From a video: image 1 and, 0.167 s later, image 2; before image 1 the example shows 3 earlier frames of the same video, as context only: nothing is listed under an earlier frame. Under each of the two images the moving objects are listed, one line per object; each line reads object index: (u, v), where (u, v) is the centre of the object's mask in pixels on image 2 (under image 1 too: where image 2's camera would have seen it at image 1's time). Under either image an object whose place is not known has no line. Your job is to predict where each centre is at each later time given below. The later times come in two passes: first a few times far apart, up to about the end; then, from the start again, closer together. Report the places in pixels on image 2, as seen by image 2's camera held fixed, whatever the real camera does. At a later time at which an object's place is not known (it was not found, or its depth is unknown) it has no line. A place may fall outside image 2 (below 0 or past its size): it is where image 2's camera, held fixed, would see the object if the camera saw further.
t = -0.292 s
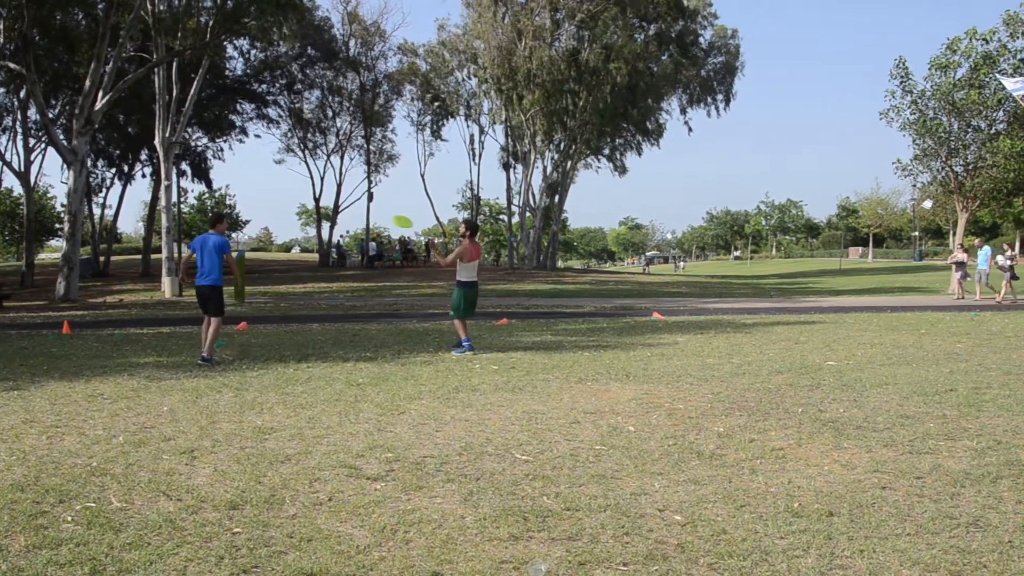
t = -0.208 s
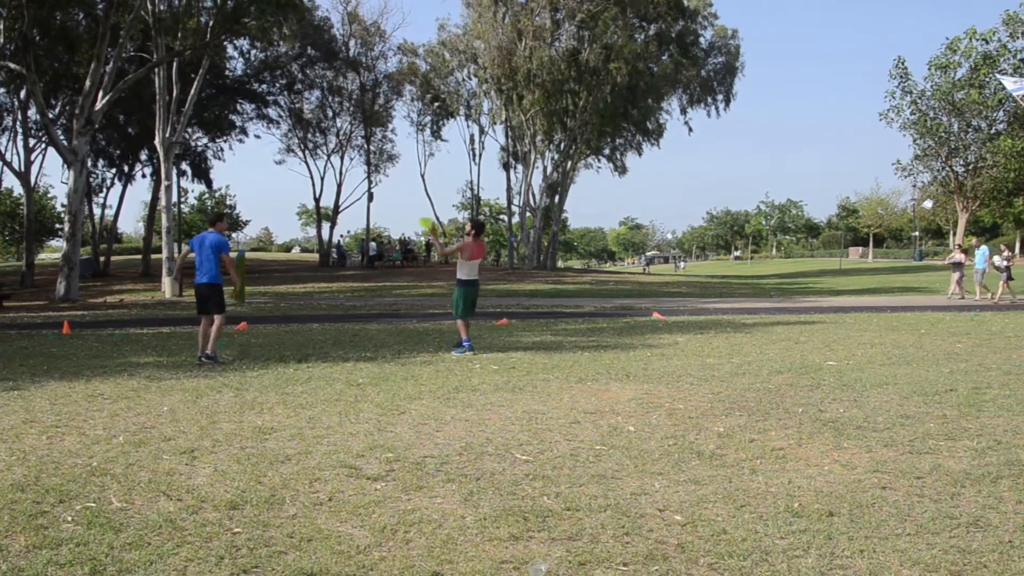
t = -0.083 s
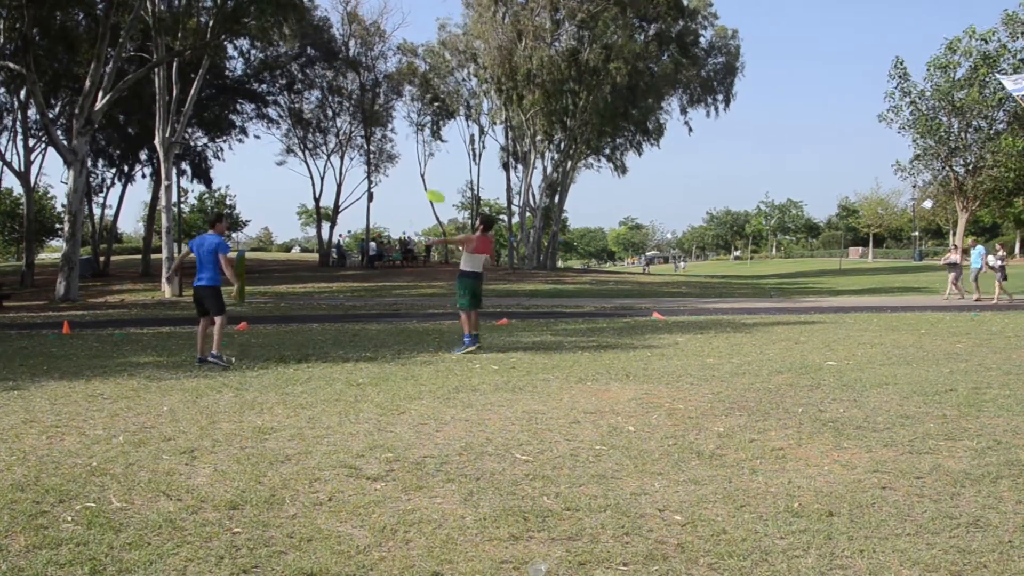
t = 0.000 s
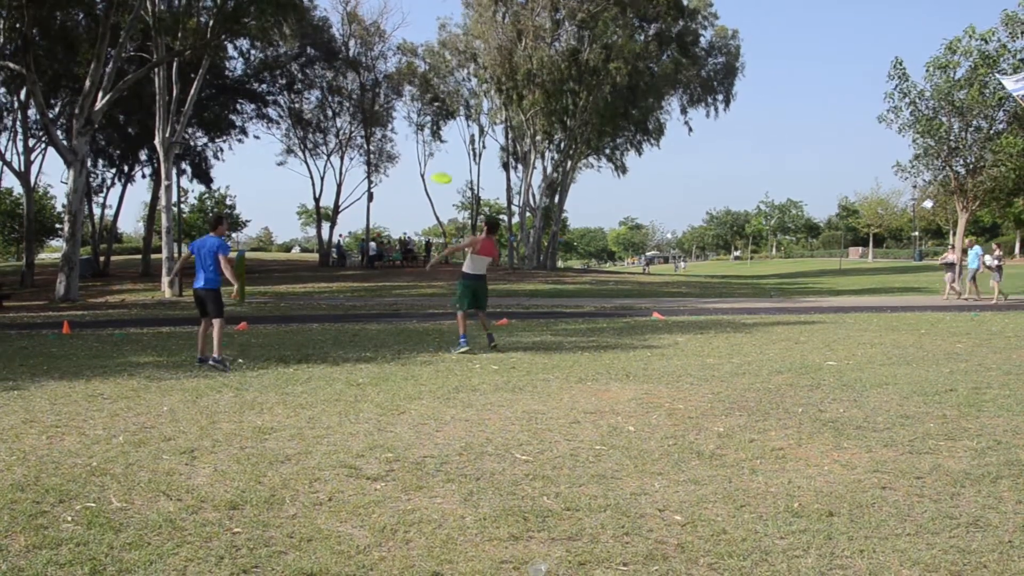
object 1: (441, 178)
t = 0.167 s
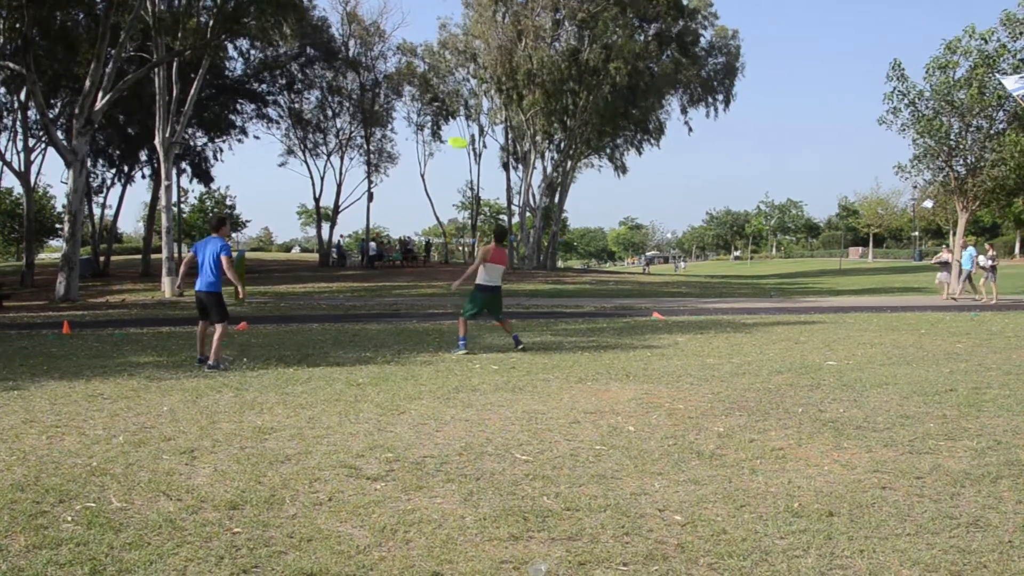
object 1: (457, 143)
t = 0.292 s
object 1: (472, 118)
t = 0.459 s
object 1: (493, 93)
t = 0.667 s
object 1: (524, 77)
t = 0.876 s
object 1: (558, 76)
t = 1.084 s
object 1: (597, 94)
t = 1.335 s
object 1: (653, 152)
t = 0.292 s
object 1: (472, 118)
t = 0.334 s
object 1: (477, 111)
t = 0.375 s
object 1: (482, 105)
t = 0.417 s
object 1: (488, 98)
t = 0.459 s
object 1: (493, 93)
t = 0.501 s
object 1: (500, 88)
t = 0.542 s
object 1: (506, 84)
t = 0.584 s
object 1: (512, 81)
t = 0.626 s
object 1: (518, 79)
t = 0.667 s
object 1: (524, 77)
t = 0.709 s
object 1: (531, 75)
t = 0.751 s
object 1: (538, 74)
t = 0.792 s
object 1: (544, 74)
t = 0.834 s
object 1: (551, 75)
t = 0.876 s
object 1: (558, 76)
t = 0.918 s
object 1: (565, 78)
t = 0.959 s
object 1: (573, 81)
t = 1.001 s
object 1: (581, 84)
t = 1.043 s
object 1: (588, 89)
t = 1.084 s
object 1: (597, 94)
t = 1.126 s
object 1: (605, 101)
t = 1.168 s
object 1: (614, 109)
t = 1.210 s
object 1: (623, 118)
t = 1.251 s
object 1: (632, 128)
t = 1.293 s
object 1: (642, 139)
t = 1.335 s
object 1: (653, 152)
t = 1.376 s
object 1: (664, 165)
